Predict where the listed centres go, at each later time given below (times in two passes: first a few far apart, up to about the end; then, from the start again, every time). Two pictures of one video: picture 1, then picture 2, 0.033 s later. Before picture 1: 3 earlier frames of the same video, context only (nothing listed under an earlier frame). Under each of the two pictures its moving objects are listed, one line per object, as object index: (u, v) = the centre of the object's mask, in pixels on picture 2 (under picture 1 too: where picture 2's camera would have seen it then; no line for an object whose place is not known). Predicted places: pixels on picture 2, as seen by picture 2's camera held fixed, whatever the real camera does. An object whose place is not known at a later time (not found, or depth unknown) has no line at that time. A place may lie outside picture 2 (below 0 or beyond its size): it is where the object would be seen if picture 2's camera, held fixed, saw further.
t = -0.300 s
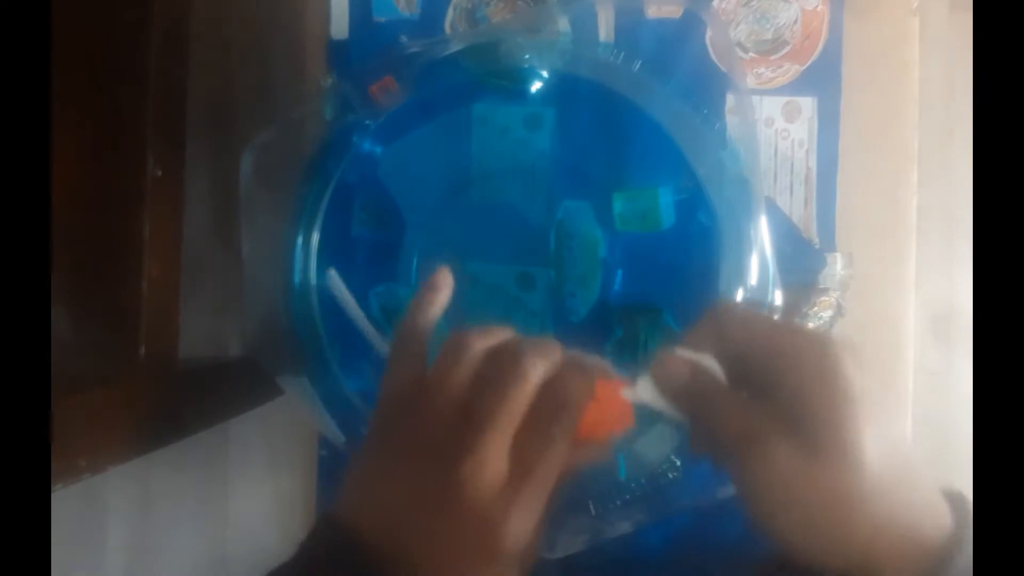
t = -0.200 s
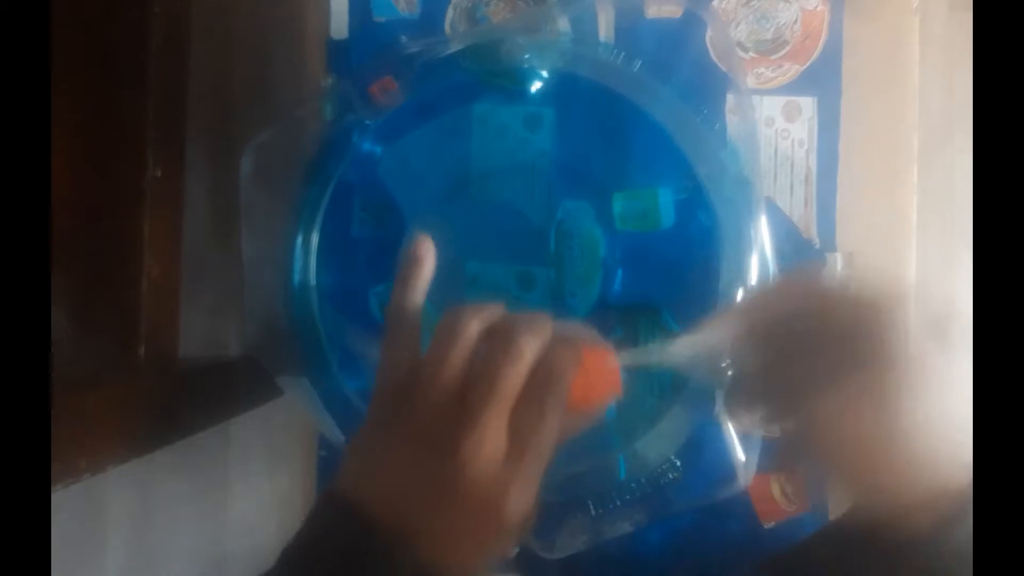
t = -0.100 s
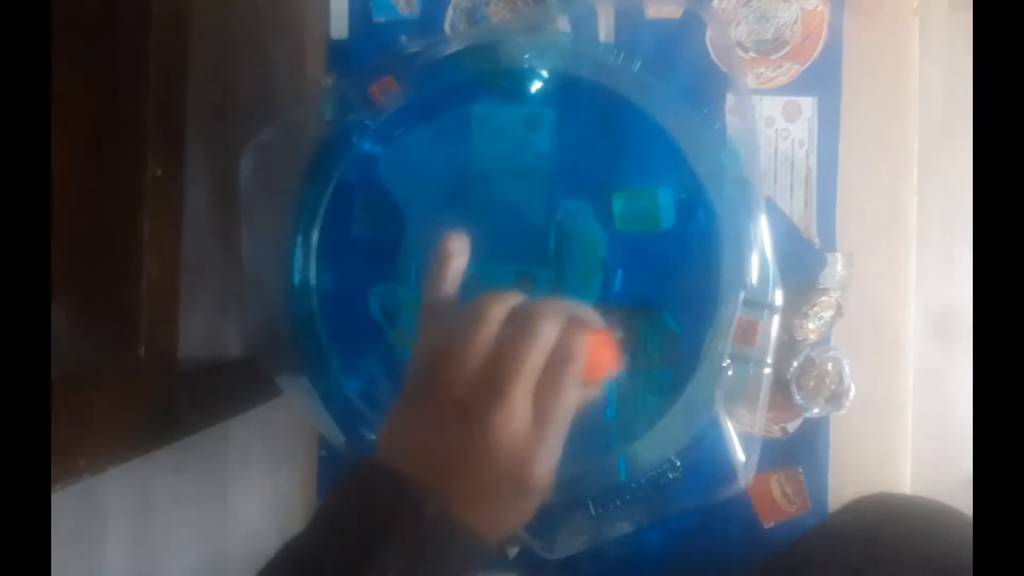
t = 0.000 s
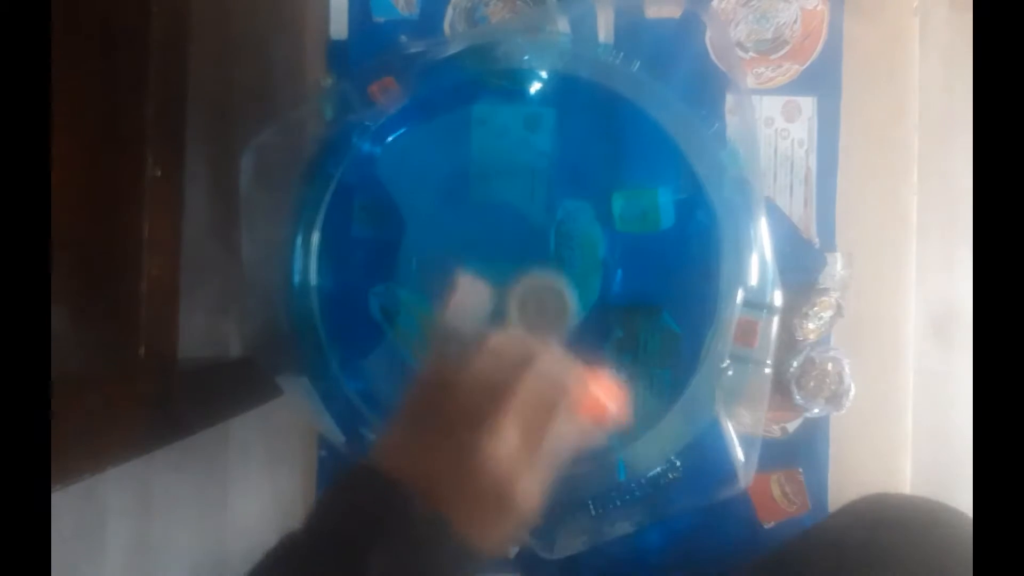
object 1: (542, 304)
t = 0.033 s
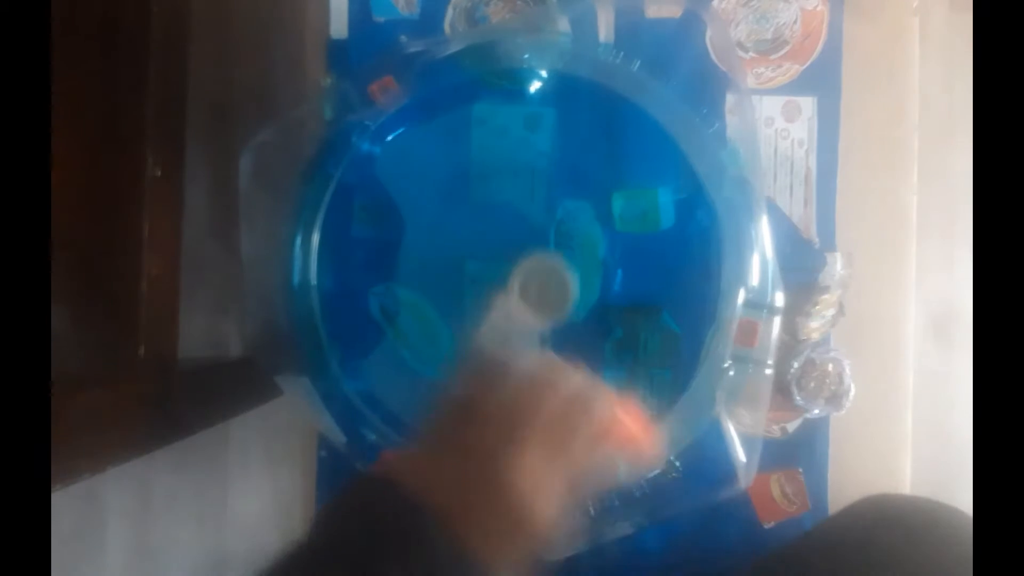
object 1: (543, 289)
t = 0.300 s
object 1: (520, 189)
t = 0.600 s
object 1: (457, 339)
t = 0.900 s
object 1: (643, 353)
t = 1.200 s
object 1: (616, 136)
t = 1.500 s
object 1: (569, 169)
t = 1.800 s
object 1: (512, 369)
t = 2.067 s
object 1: (560, 337)
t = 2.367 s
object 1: (516, 227)
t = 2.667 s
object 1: (429, 332)
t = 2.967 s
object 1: (603, 318)
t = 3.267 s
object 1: (475, 175)
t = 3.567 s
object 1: (485, 373)
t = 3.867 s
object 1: (614, 214)
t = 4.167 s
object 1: (417, 257)
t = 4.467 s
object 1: (575, 369)
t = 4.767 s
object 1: (527, 174)
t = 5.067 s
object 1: (439, 349)
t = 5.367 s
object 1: (618, 317)
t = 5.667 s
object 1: (499, 178)
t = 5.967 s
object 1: (425, 330)
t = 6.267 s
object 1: (596, 344)
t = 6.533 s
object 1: (555, 196)
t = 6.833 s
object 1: (412, 263)
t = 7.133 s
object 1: (523, 369)
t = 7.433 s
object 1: (568, 221)
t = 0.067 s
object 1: (545, 272)
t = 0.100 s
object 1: (549, 255)
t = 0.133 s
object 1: (552, 236)
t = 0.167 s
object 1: (553, 220)
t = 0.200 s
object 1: (549, 206)
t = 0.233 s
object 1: (542, 196)
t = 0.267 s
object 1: (532, 190)
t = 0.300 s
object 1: (520, 189)
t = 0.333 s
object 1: (507, 192)
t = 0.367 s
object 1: (492, 199)
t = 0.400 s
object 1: (477, 211)
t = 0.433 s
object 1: (464, 228)
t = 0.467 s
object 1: (454, 247)
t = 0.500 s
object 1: (449, 269)
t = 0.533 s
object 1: (447, 293)
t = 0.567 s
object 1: (450, 316)
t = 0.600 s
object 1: (457, 339)
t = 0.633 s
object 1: (469, 360)
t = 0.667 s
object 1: (484, 379)
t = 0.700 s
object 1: (504, 391)
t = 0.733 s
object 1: (527, 396)
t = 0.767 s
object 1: (551, 397)
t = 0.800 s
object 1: (576, 391)
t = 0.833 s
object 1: (601, 381)
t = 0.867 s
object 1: (624, 368)
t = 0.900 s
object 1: (643, 353)
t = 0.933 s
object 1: (659, 336)
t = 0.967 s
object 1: (673, 315)
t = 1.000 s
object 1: (681, 289)
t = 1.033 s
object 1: (684, 265)
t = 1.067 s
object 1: (678, 235)
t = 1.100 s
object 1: (664, 205)
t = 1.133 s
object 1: (649, 180)
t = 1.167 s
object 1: (632, 155)
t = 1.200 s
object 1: (616, 136)
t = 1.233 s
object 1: (598, 117)
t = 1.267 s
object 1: (582, 99)
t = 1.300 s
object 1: (567, 90)
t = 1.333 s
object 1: (566, 98)
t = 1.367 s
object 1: (567, 109)
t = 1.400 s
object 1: (569, 121)
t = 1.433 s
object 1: (570, 137)
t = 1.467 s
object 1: (570, 152)
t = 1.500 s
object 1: (569, 169)
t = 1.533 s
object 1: (563, 190)
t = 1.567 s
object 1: (554, 215)
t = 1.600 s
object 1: (543, 241)
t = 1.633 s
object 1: (534, 264)
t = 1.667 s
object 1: (526, 287)
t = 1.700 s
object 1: (520, 310)
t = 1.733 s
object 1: (515, 332)
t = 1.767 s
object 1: (513, 351)
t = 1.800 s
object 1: (512, 369)
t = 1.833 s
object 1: (514, 383)
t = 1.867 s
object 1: (517, 388)
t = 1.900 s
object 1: (522, 389)
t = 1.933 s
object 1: (529, 385)
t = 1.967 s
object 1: (536, 379)
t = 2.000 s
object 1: (544, 366)
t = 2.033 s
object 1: (552, 352)
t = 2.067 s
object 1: (560, 337)
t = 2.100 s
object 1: (569, 320)
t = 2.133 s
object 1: (574, 303)
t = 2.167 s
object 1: (577, 286)
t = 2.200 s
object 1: (575, 271)
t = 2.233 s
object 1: (570, 257)
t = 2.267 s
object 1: (562, 244)
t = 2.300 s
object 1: (547, 235)
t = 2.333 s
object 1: (533, 230)
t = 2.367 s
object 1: (516, 227)
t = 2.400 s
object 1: (499, 228)
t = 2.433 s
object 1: (478, 233)
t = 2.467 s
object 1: (460, 242)
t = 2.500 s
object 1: (444, 253)
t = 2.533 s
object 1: (430, 267)
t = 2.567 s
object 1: (419, 282)
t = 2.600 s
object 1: (413, 301)
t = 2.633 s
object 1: (417, 318)
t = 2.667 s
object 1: (429, 332)
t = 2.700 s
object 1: (447, 345)
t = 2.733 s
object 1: (467, 356)
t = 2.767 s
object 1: (491, 366)
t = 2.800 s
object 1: (514, 373)
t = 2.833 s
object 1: (537, 375)
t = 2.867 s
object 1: (558, 370)
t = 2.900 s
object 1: (577, 356)
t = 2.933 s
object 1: (593, 338)
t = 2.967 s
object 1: (603, 318)
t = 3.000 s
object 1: (608, 295)
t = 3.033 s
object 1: (606, 270)
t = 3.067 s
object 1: (598, 242)
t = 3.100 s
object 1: (586, 218)
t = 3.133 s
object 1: (568, 198)
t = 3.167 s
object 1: (546, 181)
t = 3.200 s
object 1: (523, 169)
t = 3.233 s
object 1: (499, 167)
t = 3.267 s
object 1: (475, 175)
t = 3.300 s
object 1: (453, 191)
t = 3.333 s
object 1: (435, 212)
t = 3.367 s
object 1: (420, 235)
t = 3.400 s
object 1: (414, 261)
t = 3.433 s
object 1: (414, 289)
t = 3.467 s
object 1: (423, 317)
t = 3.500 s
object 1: (437, 339)
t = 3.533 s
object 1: (459, 358)
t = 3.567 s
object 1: (485, 373)
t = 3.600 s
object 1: (513, 379)
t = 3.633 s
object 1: (542, 378)
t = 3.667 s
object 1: (569, 368)
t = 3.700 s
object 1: (595, 350)
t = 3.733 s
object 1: (612, 329)
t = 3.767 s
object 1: (624, 303)
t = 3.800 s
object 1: (629, 276)
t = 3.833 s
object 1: (626, 244)
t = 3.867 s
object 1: (614, 214)
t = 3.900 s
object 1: (592, 192)
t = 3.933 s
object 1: (569, 178)
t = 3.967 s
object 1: (542, 170)
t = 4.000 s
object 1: (515, 170)
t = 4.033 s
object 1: (489, 176)
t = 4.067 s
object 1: (464, 189)
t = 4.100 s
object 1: (442, 209)
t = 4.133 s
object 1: (426, 232)
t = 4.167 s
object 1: (417, 257)
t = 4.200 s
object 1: (416, 284)
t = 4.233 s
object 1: (421, 311)
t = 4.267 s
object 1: (434, 335)
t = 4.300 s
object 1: (451, 354)
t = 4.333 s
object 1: (474, 370)
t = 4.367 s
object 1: (499, 380)
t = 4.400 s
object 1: (525, 383)
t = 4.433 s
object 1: (551, 380)
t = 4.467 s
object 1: (575, 369)
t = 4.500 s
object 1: (599, 350)
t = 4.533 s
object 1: (615, 327)
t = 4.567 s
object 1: (625, 299)
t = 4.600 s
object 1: (628, 269)
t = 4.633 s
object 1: (620, 236)
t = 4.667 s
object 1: (601, 208)
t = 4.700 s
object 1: (579, 189)
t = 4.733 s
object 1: (555, 178)
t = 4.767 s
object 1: (527, 174)
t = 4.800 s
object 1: (500, 177)
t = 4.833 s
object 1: (474, 187)
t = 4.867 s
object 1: (450, 203)
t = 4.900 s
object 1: (432, 224)
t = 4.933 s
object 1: (419, 249)
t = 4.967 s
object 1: (413, 276)
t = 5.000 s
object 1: (414, 304)
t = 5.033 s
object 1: (424, 328)
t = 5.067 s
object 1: (439, 349)
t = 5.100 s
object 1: (459, 366)
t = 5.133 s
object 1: (482, 378)
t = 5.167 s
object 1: (505, 384)
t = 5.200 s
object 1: (529, 385)
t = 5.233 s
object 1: (550, 382)
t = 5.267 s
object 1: (571, 373)
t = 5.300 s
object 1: (591, 357)
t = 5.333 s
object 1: (607, 339)
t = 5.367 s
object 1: (618, 317)
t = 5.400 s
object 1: (624, 293)
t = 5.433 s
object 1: (624, 270)
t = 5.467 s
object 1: (617, 243)
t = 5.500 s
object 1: (606, 221)
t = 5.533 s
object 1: (588, 199)
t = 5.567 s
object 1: (569, 185)
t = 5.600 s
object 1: (547, 178)
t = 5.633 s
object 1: (523, 175)
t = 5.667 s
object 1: (499, 178)
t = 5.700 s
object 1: (478, 184)
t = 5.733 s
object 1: (460, 196)
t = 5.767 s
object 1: (443, 212)
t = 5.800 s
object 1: (430, 229)
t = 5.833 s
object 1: (421, 248)
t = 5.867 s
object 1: (417, 268)
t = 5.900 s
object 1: (416, 290)
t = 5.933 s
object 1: (418, 311)
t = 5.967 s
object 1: (425, 330)
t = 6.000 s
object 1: (435, 347)
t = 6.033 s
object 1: (451, 361)
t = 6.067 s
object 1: (470, 372)
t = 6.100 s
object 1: (493, 379)
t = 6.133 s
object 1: (514, 382)
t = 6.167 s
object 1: (537, 381)
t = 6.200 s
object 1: (559, 374)
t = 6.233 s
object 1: (578, 362)
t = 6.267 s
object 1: (596, 344)
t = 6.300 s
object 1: (607, 326)
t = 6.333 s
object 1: (615, 304)
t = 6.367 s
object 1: (617, 282)
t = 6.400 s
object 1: (613, 260)
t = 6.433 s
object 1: (603, 240)
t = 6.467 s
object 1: (591, 222)
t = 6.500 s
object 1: (573, 207)
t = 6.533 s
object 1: (555, 196)
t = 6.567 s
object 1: (536, 191)
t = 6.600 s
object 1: (514, 189)
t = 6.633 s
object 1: (494, 190)
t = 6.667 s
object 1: (474, 195)
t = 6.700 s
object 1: (455, 204)
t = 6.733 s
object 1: (438, 215)
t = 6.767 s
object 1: (423, 228)
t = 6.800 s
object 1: (413, 245)
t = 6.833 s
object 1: (412, 263)
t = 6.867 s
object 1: (415, 283)
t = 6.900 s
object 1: (419, 304)
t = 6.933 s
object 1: (425, 322)
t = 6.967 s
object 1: (434, 338)
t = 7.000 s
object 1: (447, 352)
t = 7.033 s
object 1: (465, 362)
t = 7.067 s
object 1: (484, 369)
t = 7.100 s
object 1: (504, 371)
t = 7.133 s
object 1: (523, 369)
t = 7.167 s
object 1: (541, 362)
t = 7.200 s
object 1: (556, 352)
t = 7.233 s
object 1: (570, 336)
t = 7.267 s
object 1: (580, 318)
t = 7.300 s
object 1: (585, 299)
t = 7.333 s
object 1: (587, 278)
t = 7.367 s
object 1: (584, 258)
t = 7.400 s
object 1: (578, 239)
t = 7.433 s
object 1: (568, 221)
